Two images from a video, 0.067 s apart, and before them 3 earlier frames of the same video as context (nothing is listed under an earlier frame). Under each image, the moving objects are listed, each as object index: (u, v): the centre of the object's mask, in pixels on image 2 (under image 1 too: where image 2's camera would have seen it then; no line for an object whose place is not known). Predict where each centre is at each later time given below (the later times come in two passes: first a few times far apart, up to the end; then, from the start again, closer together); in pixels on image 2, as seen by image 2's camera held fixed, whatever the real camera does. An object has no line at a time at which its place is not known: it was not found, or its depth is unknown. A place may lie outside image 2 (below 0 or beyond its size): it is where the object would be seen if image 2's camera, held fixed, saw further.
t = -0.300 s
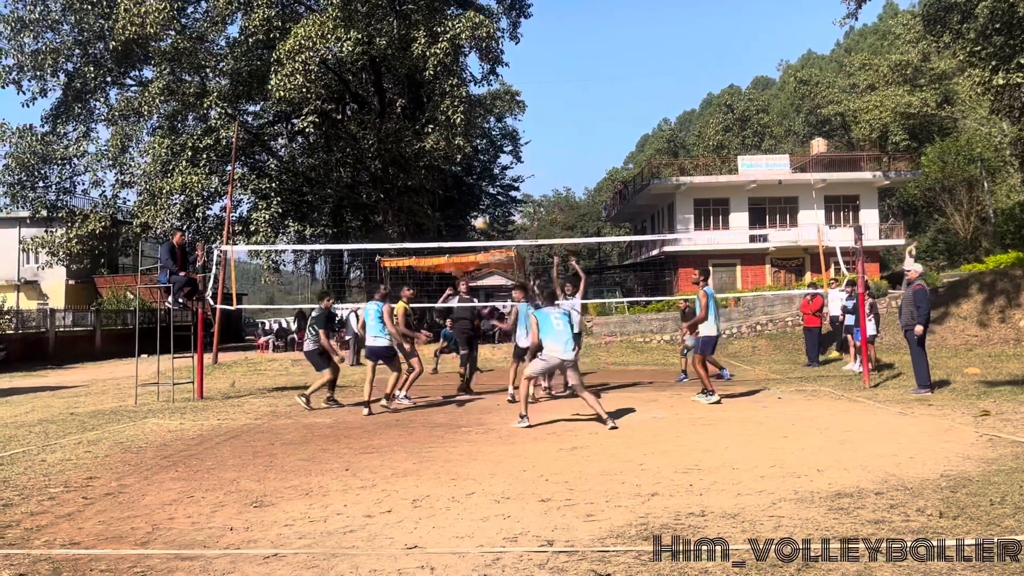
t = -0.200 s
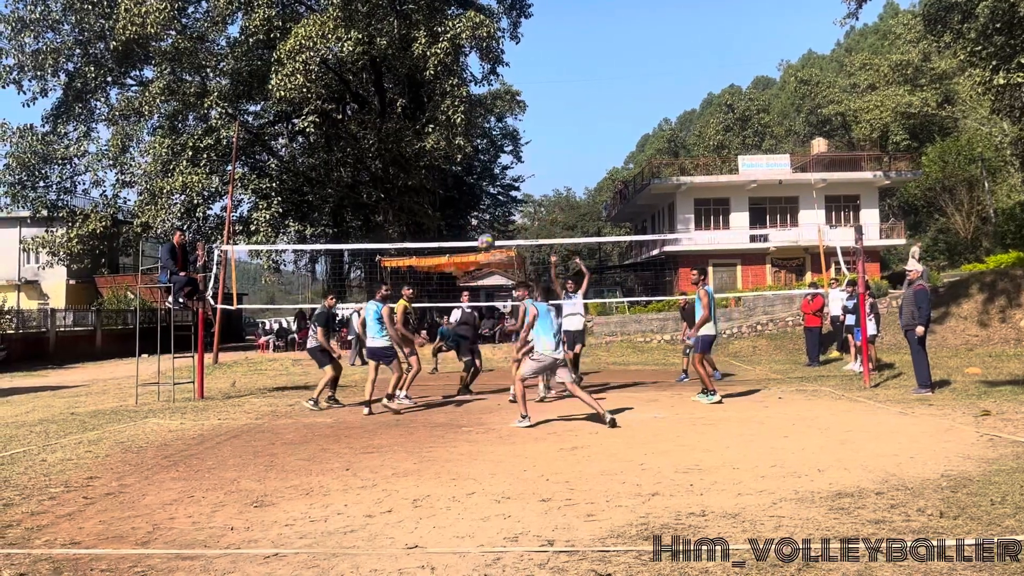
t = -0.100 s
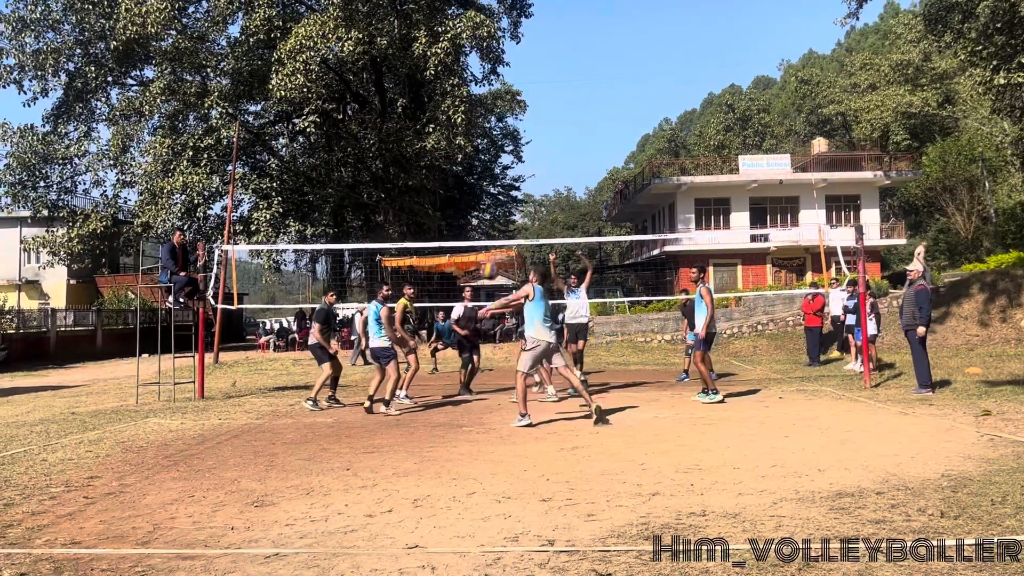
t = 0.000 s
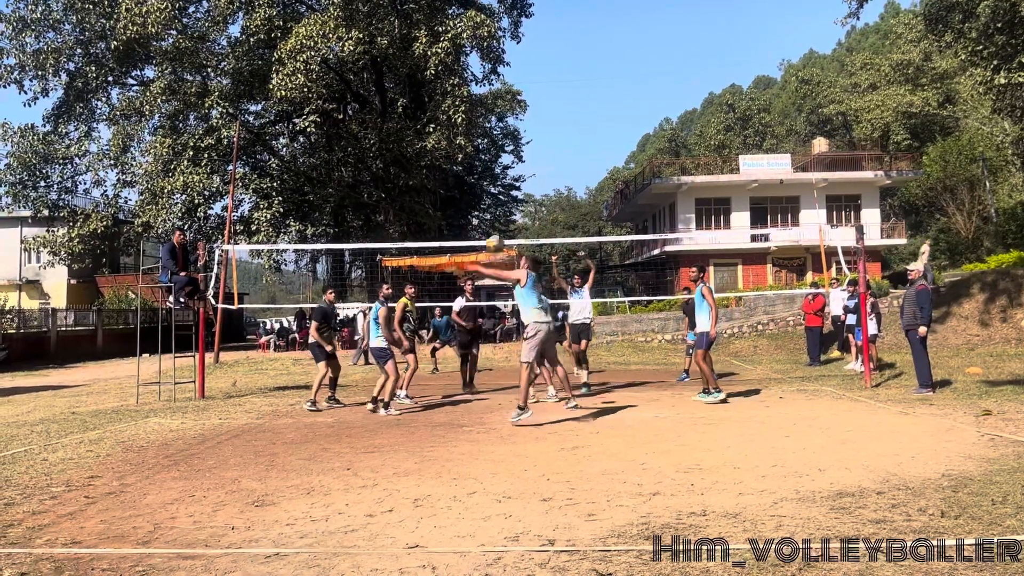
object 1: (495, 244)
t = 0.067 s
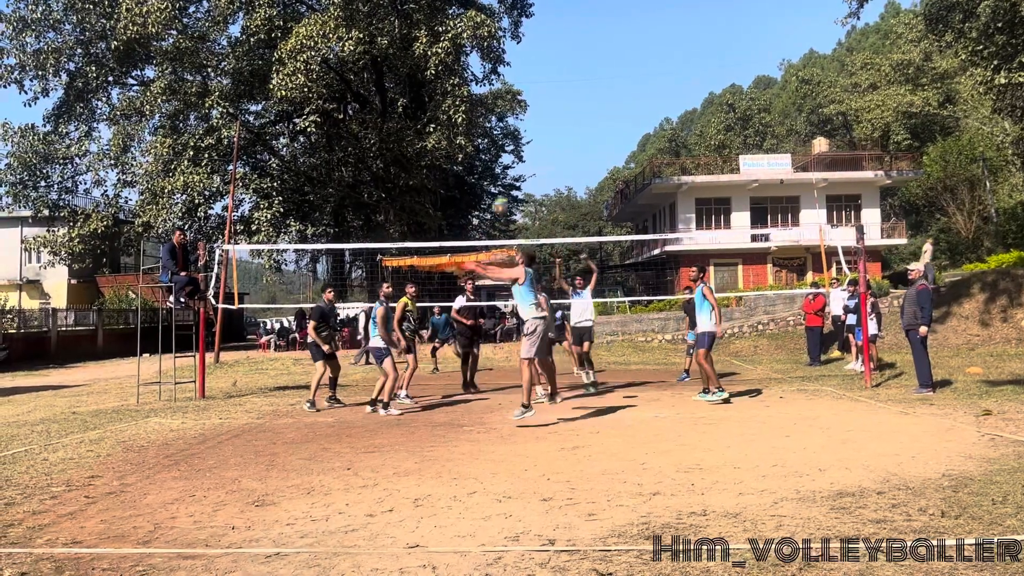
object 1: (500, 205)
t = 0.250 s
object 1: (516, 132)
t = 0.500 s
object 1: (535, 89)
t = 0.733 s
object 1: (550, 92)
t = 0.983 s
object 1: (567, 131)
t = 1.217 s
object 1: (581, 194)
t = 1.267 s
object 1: (583, 210)
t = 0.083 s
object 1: (502, 197)
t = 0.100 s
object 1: (503, 189)
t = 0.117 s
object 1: (504, 181)
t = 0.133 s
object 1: (506, 175)
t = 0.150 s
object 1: (508, 168)
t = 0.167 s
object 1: (510, 160)
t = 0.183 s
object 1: (511, 156)
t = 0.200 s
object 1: (512, 149)
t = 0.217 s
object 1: (513, 145)
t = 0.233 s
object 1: (515, 137)
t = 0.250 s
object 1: (516, 132)
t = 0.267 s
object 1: (517, 128)
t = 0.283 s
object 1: (518, 123)
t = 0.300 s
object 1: (520, 119)
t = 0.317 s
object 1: (521, 116)
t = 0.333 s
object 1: (523, 112)
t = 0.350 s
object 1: (523, 109)
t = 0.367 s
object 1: (525, 106)
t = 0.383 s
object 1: (526, 103)
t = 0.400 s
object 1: (527, 100)
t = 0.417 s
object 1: (528, 97)
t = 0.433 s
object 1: (531, 96)
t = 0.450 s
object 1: (531, 93)
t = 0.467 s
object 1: (533, 91)
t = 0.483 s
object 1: (534, 90)
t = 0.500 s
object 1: (535, 89)
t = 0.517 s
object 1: (536, 88)
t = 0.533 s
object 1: (537, 87)
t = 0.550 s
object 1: (538, 86)
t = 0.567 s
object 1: (539, 86)
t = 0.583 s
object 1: (540, 87)
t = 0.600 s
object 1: (542, 87)
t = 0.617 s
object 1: (543, 87)
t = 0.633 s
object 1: (544, 86)
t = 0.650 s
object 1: (545, 87)
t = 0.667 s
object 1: (546, 87)
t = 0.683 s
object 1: (547, 88)
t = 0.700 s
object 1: (549, 89)
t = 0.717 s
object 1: (550, 91)
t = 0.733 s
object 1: (550, 92)
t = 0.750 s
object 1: (552, 94)
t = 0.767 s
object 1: (553, 96)
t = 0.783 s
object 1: (554, 98)
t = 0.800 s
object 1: (555, 100)
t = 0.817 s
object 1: (556, 101)
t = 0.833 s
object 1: (557, 104)
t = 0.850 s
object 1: (558, 106)
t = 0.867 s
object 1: (560, 110)
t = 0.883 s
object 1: (560, 112)
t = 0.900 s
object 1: (562, 116)
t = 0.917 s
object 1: (563, 118)
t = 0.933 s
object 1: (564, 121)
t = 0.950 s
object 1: (565, 124)
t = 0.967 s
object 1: (565, 128)
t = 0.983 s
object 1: (567, 131)
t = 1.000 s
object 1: (568, 135)
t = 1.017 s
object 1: (569, 139)
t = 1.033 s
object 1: (570, 144)
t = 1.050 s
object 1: (571, 147)
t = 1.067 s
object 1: (572, 151)
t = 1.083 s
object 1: (573, 155)
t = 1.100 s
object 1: (574, 160)
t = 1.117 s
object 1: (575, 164)
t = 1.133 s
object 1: (576, 170)
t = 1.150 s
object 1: (577, 174)
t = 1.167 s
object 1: (578, 179)
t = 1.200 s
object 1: (580, 189)
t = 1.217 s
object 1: (581, 194)
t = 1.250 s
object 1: (582, 204)
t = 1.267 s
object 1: (583, 210)
